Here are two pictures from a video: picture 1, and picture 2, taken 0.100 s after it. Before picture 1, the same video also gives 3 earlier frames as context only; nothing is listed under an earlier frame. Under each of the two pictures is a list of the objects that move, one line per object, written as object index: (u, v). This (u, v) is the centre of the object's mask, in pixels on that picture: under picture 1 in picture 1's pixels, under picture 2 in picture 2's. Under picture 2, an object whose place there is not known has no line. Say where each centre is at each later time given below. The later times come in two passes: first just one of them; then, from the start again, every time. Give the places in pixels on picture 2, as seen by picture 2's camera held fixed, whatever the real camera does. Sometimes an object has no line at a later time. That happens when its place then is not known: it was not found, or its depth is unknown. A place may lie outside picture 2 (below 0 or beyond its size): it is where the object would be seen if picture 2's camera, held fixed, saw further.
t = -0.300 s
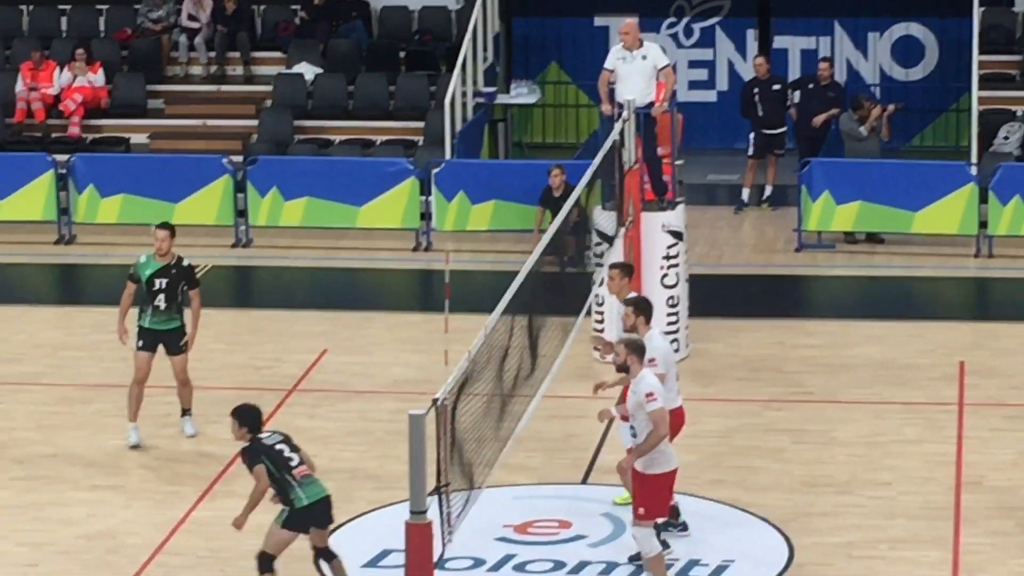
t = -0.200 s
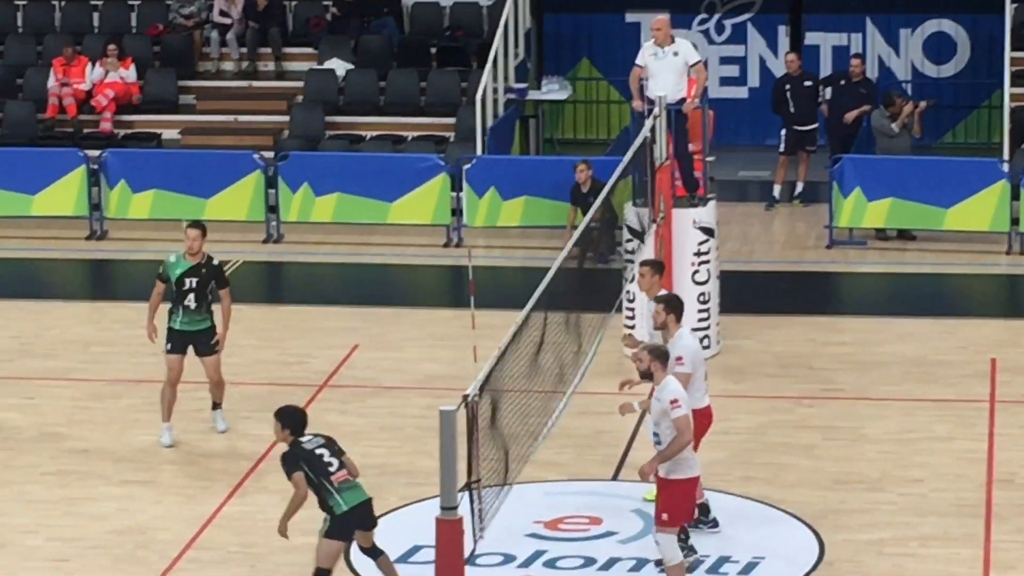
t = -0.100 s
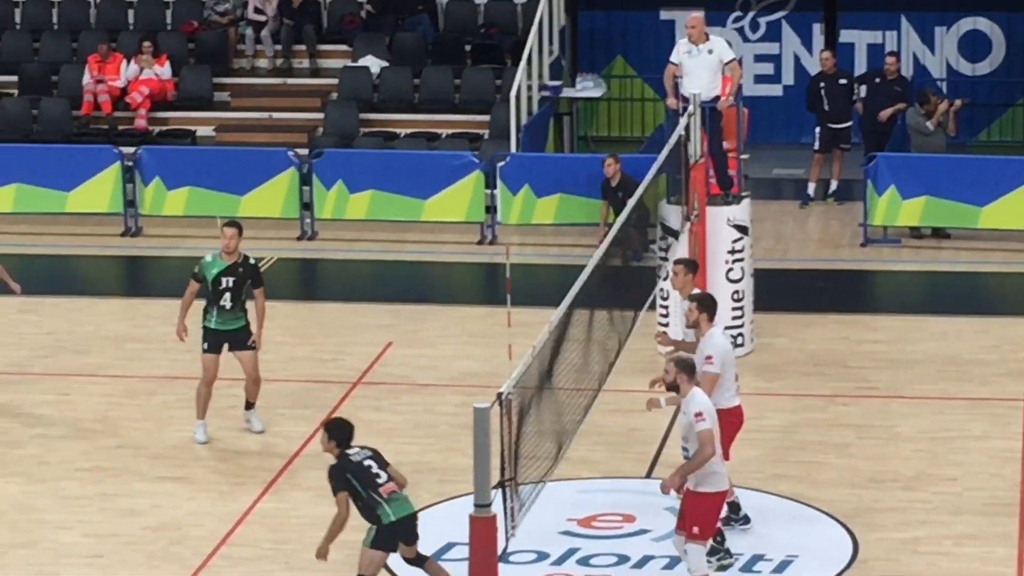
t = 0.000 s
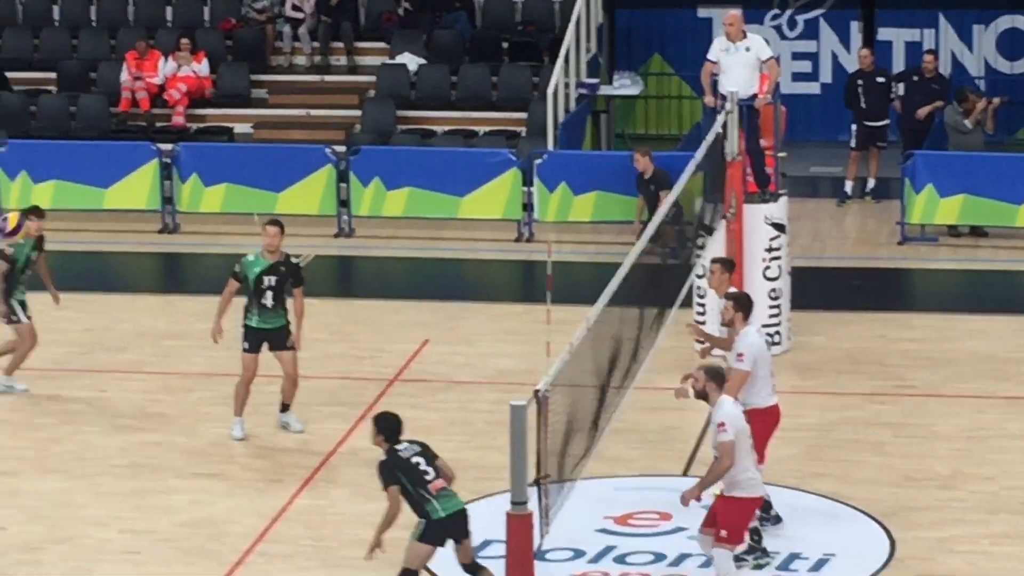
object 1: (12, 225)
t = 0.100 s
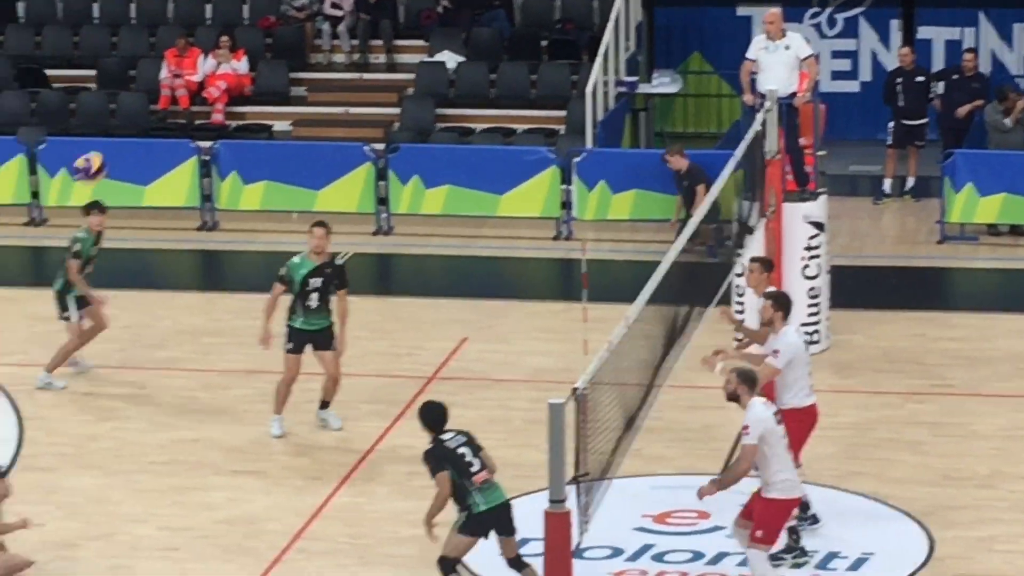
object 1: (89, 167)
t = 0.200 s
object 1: (131, 125)
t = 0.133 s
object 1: (104, 151)
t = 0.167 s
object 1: (118, 137)
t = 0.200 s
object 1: (131, 125)
